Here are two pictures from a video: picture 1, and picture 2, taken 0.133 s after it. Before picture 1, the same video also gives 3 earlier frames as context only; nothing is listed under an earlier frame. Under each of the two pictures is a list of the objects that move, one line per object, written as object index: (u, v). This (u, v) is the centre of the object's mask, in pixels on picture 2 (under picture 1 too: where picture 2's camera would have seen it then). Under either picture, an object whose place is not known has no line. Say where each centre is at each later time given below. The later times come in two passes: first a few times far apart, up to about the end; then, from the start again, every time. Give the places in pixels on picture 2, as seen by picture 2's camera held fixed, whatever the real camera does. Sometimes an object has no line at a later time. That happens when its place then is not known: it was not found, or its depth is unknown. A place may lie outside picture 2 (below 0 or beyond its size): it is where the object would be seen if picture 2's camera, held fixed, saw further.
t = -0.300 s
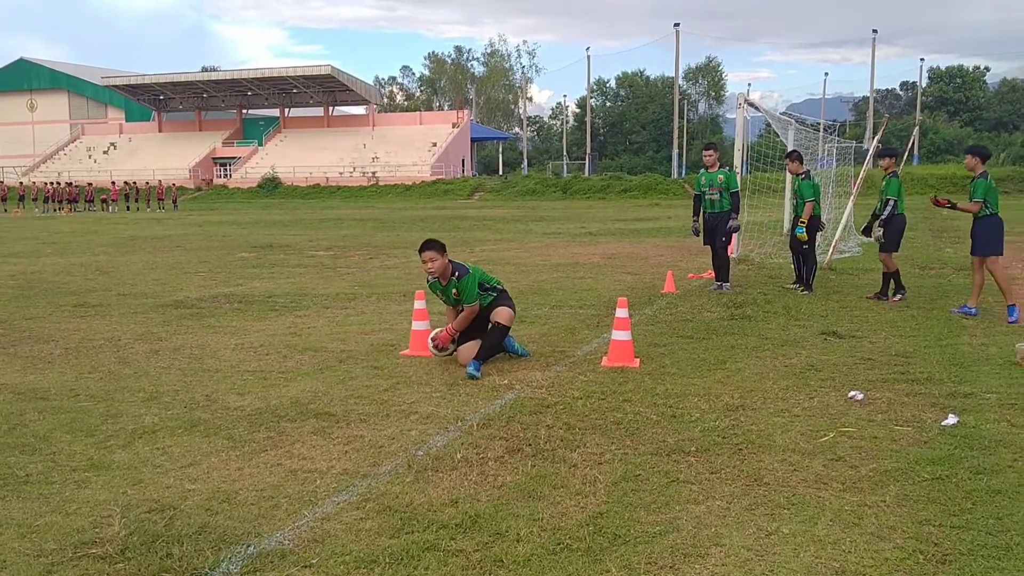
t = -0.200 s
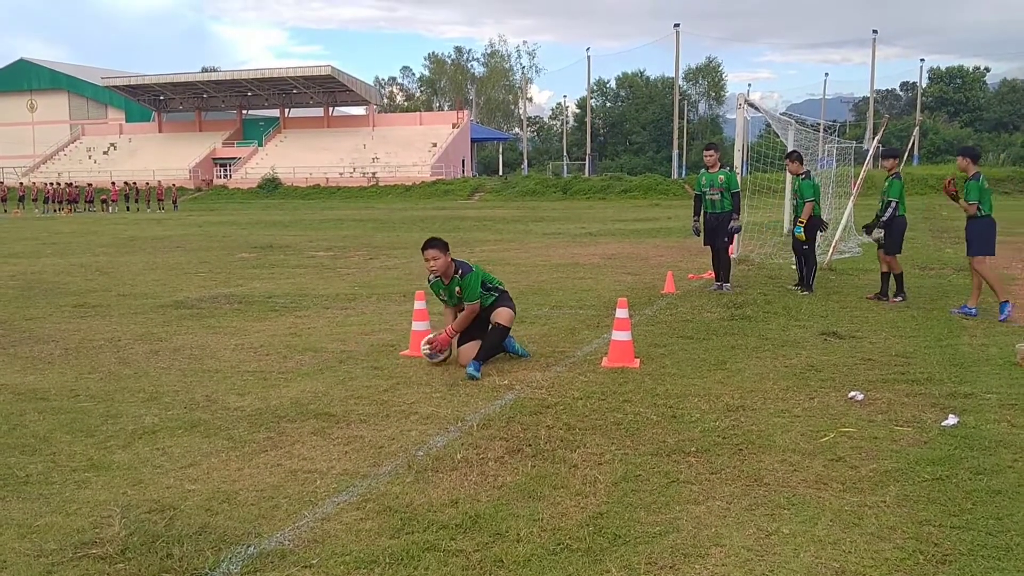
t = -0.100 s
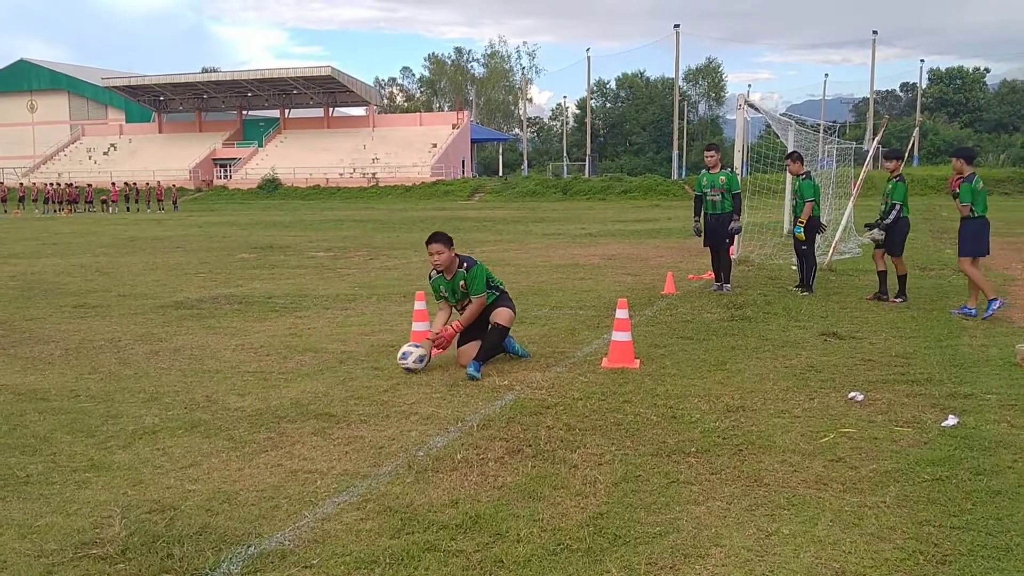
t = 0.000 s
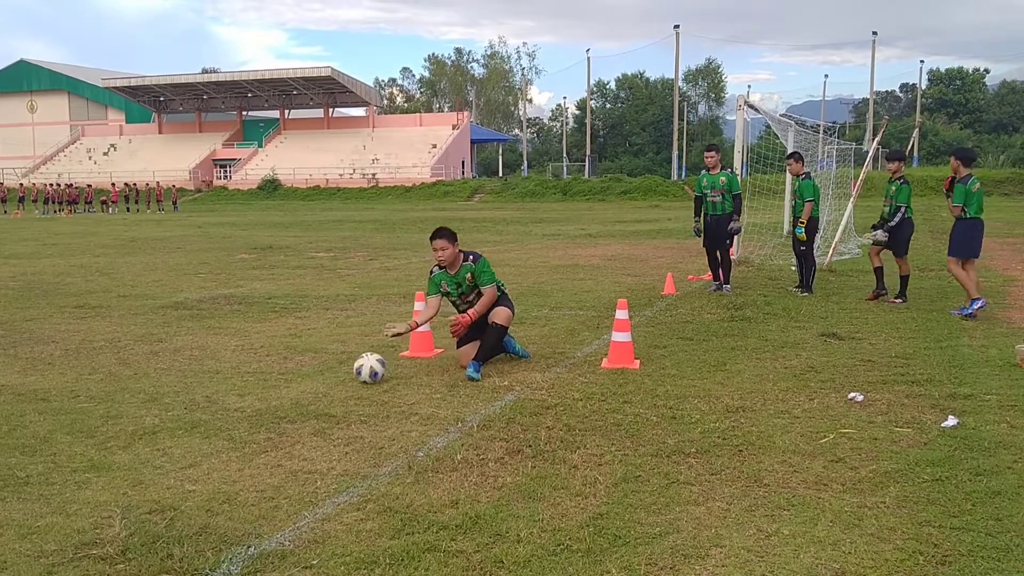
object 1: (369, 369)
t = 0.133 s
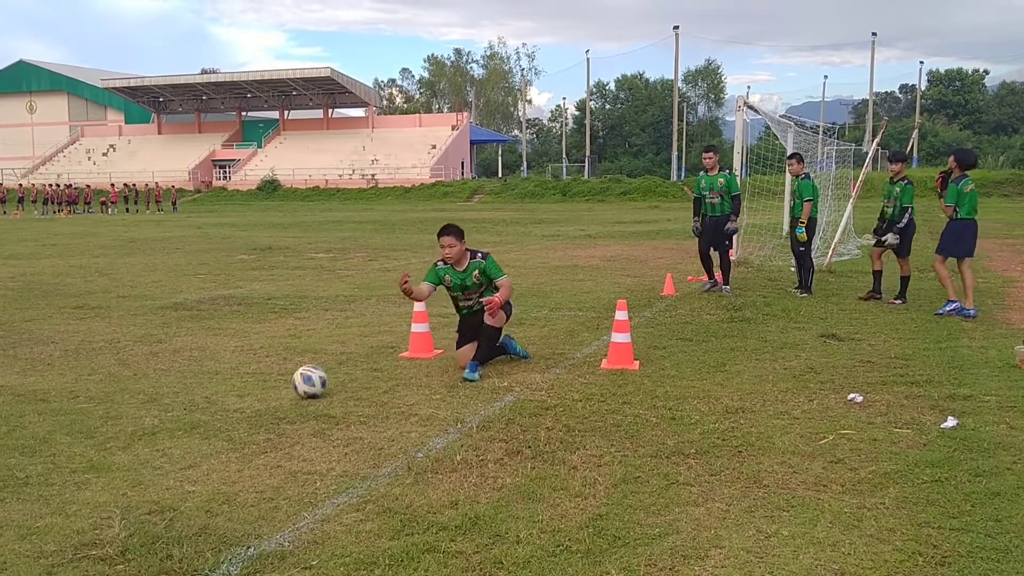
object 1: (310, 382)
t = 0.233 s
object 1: (266, 387)
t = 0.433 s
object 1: (174, 403)
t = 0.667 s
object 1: (53, 432)
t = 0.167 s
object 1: (294, 385)
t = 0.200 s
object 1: (280, 385)
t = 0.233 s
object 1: (266, 387)
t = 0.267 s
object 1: (251, 390)
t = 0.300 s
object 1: (236, 395)
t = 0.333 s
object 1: (222, 401)
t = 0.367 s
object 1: (205, 400)
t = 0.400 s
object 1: (190, 400)
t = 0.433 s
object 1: (174, 403)
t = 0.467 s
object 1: (158, 406)
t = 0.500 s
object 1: (142, 412)
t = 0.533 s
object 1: (126, 419)
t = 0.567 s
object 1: (108, 423)
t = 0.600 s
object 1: (89, 424)
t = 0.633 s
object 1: (71, 428)
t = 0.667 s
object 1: (53, 432)
